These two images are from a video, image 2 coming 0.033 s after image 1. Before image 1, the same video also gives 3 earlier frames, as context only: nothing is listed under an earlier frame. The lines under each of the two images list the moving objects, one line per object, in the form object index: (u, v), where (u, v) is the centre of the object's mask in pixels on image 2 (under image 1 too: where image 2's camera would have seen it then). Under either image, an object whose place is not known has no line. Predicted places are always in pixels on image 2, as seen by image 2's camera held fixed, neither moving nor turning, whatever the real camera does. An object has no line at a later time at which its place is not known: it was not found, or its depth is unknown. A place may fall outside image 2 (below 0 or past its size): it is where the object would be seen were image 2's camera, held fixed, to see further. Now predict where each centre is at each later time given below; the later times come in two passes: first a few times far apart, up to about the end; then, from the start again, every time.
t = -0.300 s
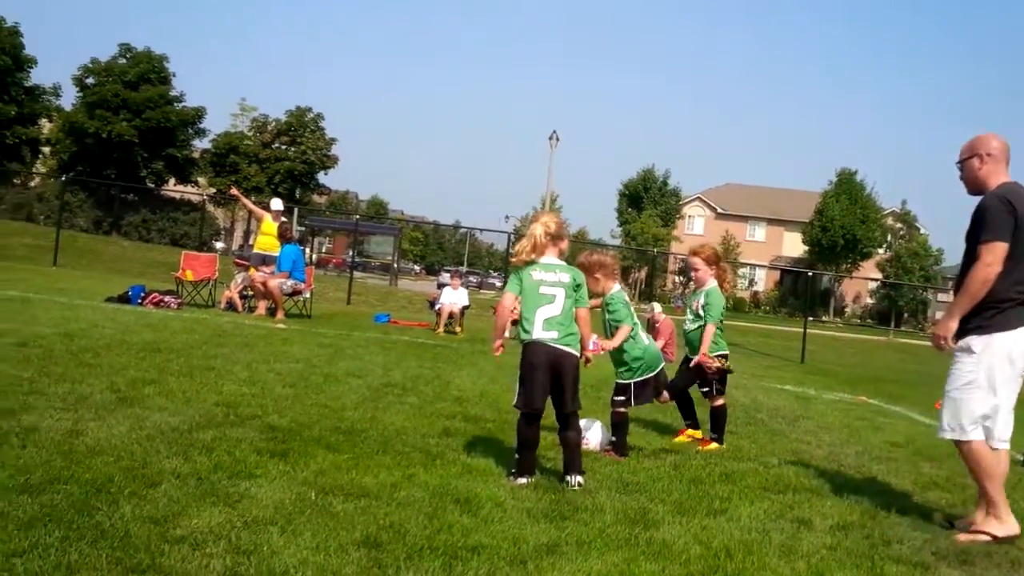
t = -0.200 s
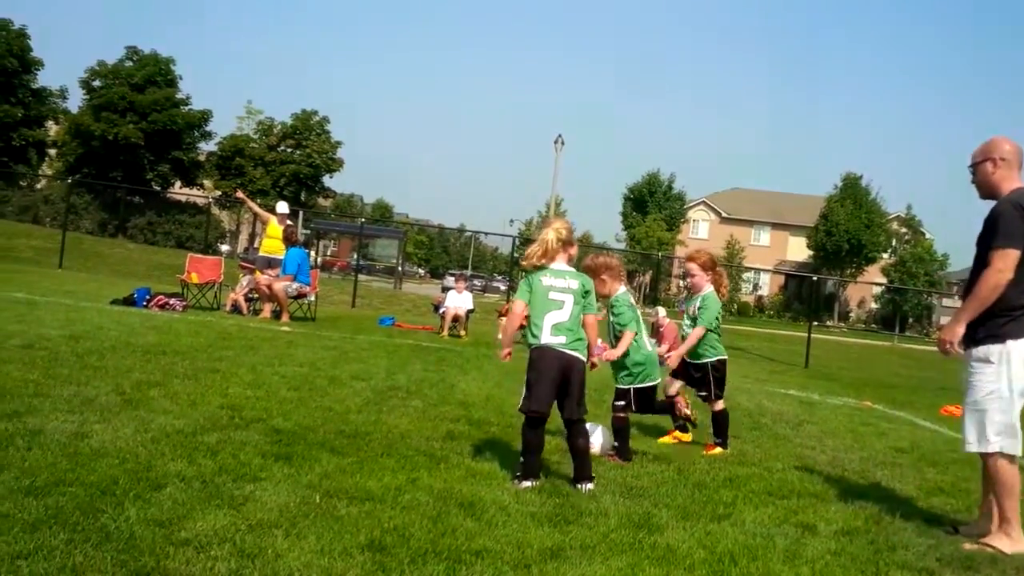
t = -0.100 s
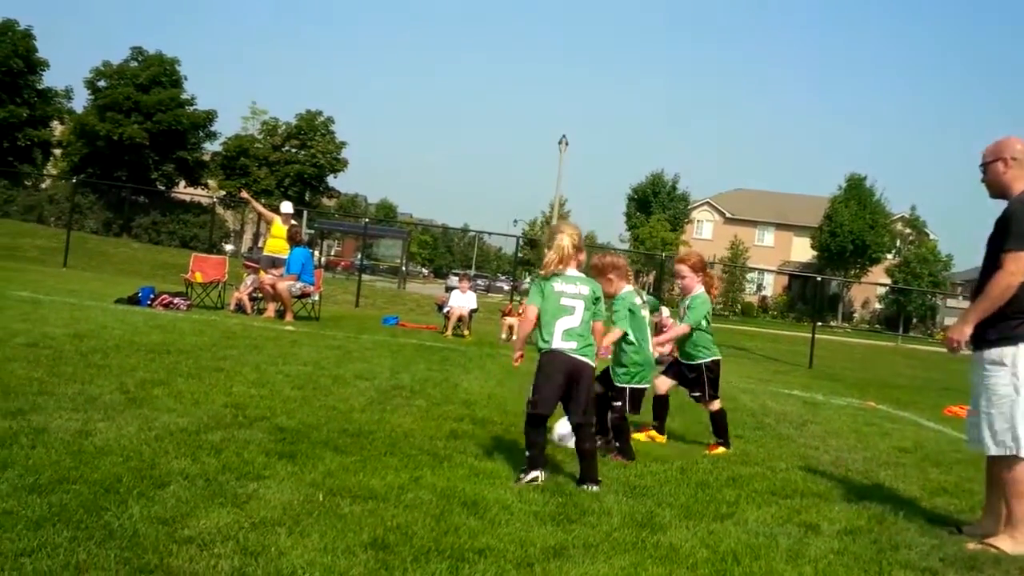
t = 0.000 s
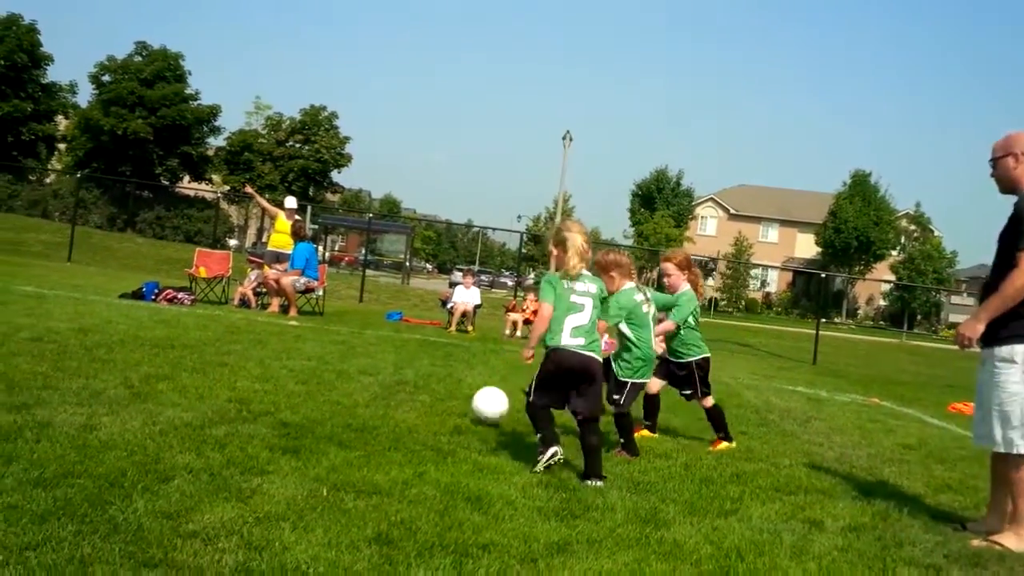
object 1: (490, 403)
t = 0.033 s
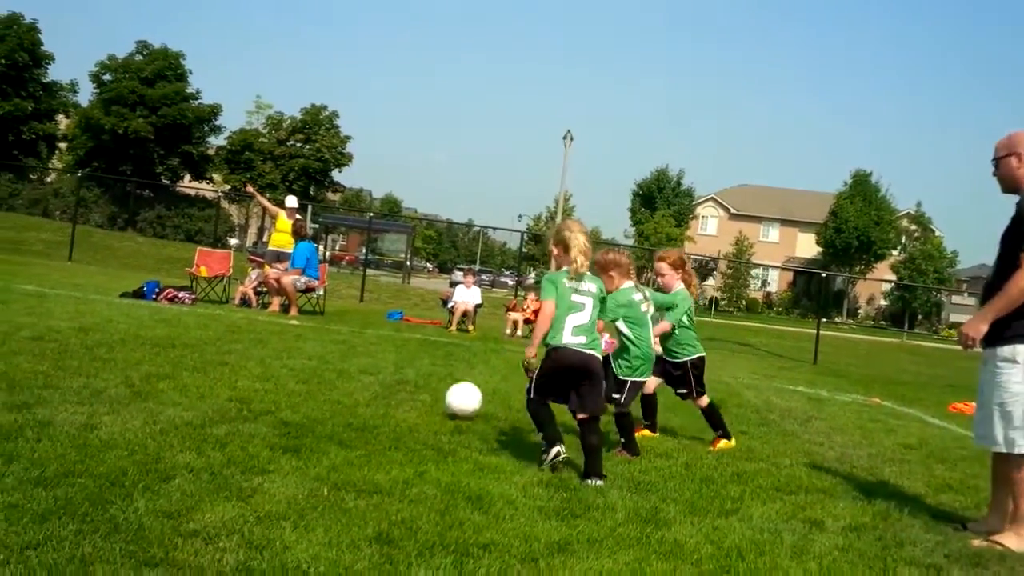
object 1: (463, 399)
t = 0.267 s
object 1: (315, 377)
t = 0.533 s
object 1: (198, 356)
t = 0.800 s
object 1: (102, 344)
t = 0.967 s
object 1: (56, 334)
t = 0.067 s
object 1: (436, 396)
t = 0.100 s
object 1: (410, 395)
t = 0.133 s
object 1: (385, 394)
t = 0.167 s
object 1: (367, 389)
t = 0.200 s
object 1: (349, 383)
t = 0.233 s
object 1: (332, 378)
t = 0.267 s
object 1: (315, 377)
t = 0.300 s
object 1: (299, 375)
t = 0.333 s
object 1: (282, 374)
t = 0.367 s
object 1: (267, 371)
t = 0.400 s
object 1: (252, 366)
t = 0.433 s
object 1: (238, 361)
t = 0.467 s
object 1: (225, 358)
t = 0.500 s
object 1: (211, 357)
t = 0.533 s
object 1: (198, 356)
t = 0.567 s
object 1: (184, 355)
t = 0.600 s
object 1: (172, 353)
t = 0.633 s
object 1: (160, 352)
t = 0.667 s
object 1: (148, 349)
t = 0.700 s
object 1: (136, 346)
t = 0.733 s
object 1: (125, 344)
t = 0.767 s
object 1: (113, 343)
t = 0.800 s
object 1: (102, 344)
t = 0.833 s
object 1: (91, 344)
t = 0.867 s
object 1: (81, 341)
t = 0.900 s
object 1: (72, 338)
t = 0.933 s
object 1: (64, 336)
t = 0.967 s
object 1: (56, 334)
